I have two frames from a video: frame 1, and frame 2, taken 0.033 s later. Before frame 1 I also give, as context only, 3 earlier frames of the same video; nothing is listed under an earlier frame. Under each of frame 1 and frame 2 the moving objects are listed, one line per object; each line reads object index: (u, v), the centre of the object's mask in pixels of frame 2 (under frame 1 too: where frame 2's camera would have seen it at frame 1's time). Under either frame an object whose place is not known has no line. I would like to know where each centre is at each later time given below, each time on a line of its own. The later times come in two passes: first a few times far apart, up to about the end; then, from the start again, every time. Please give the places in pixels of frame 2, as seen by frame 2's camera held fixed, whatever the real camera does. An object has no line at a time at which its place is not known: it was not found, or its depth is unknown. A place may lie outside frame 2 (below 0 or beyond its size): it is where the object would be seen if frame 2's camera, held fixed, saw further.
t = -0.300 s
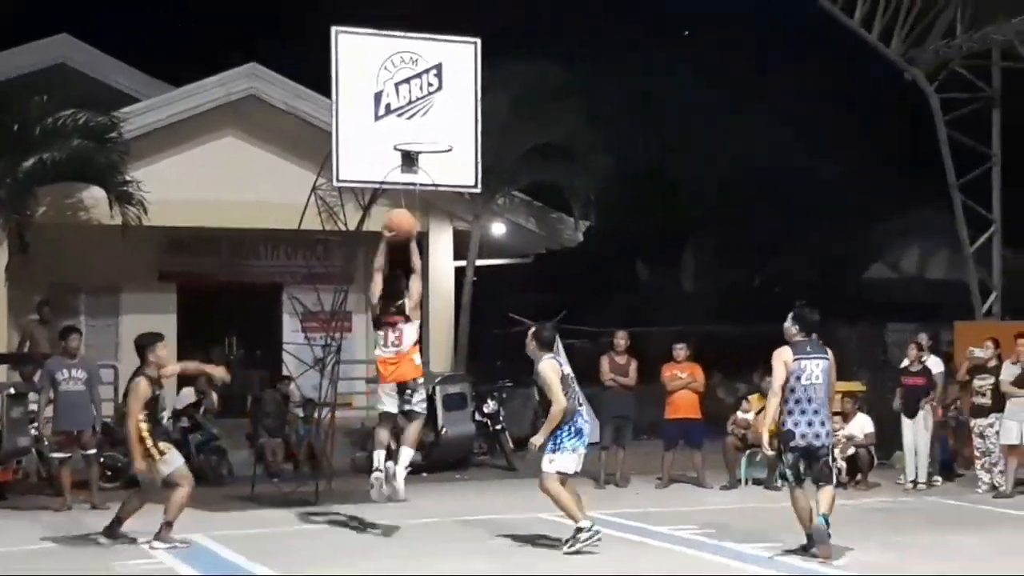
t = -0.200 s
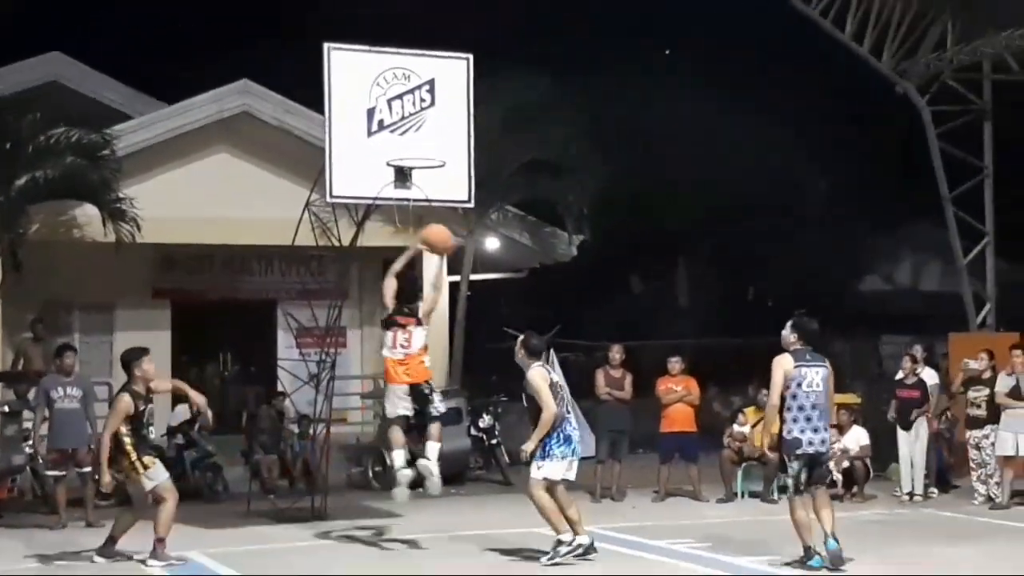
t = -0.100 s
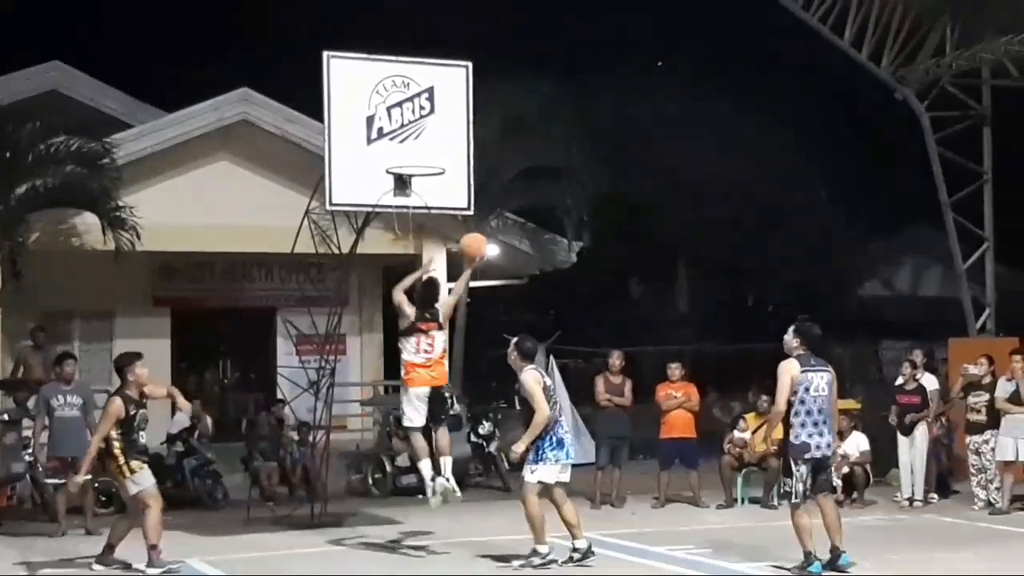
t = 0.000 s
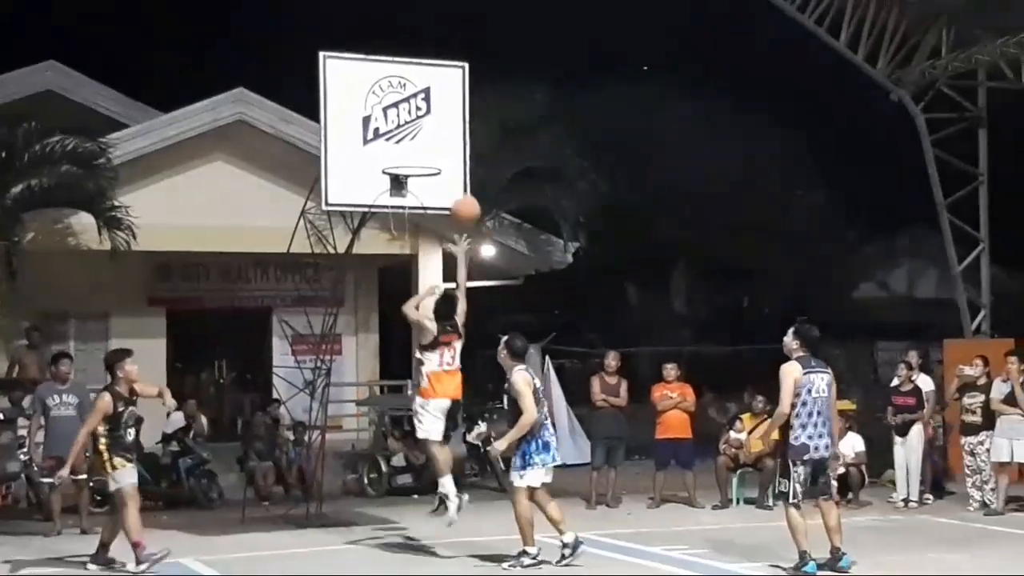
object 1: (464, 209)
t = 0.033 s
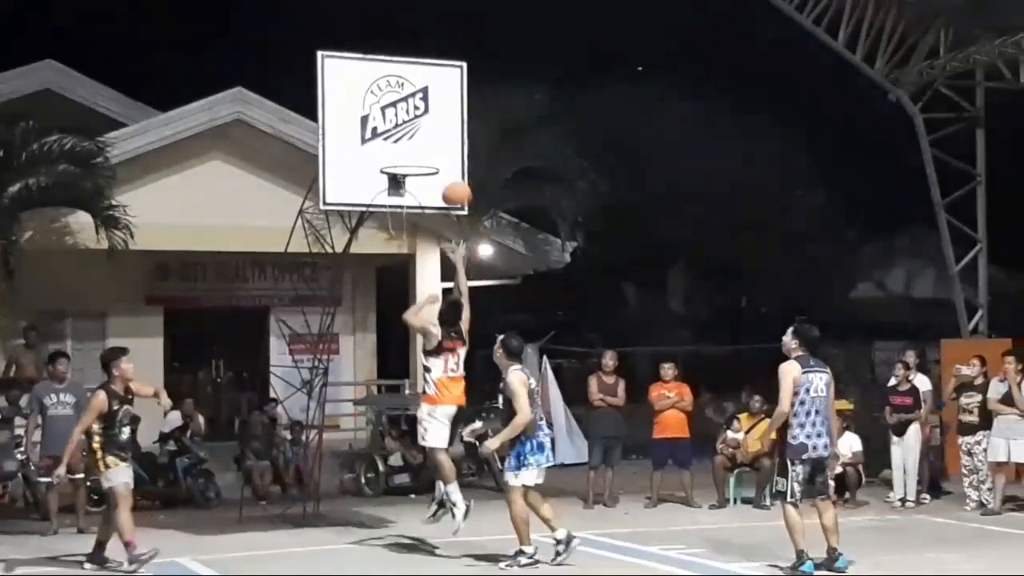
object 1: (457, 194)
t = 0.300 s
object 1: (437, 148)
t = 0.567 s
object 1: (445, 153)
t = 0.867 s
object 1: (476, 189)
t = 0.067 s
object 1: (449, 180)
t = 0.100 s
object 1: (443, 168)
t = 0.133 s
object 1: (439, 160)
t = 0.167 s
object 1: (436, 152)
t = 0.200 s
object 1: (436, 148)
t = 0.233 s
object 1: (436, 148)
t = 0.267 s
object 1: (437, 147)
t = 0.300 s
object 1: (437, 148)
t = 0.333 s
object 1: (437, 151)
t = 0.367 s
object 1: (437, 155)
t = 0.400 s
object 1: (438, 155)
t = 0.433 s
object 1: (439, 152)
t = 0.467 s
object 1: (440, 150)
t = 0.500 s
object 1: (442, 150)
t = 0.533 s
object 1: (444, 151)
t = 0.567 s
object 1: (445, 153)
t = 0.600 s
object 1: (447, 157)
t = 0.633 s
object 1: (449, 158)
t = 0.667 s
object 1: (453, 158)
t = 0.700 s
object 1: (457, 160)
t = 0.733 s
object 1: (461, 162)
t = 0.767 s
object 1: (465, 167)
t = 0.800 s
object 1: (469, 174)
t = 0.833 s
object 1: (472, 181)
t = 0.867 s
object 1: (476, 189)
